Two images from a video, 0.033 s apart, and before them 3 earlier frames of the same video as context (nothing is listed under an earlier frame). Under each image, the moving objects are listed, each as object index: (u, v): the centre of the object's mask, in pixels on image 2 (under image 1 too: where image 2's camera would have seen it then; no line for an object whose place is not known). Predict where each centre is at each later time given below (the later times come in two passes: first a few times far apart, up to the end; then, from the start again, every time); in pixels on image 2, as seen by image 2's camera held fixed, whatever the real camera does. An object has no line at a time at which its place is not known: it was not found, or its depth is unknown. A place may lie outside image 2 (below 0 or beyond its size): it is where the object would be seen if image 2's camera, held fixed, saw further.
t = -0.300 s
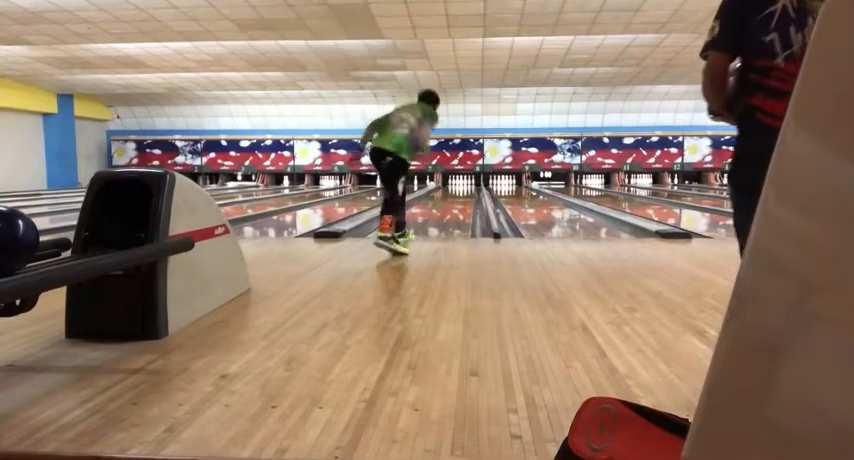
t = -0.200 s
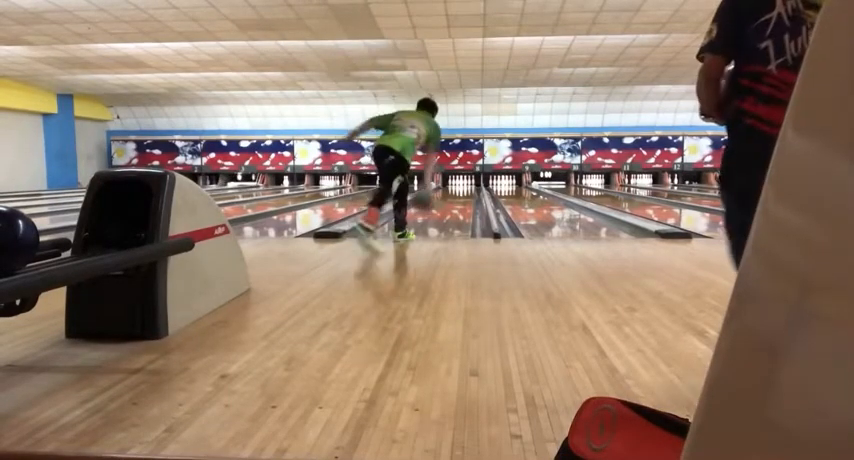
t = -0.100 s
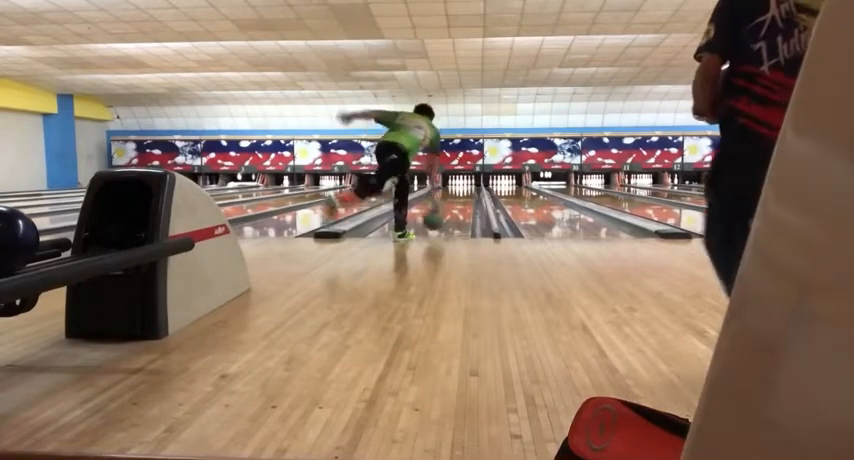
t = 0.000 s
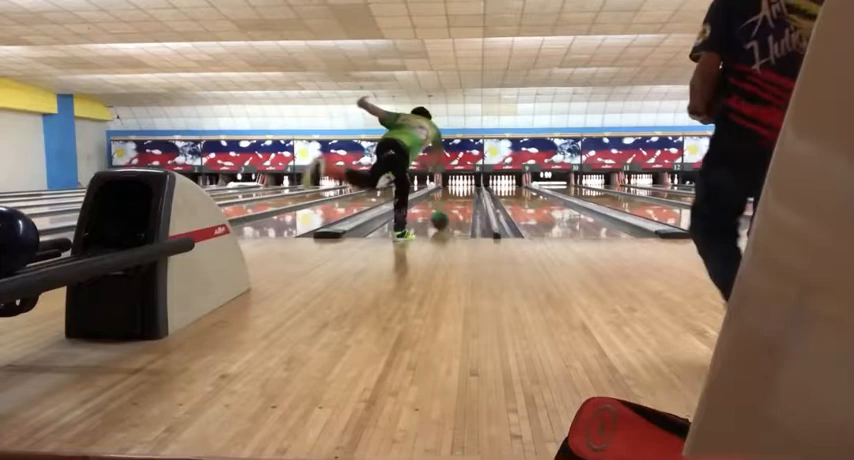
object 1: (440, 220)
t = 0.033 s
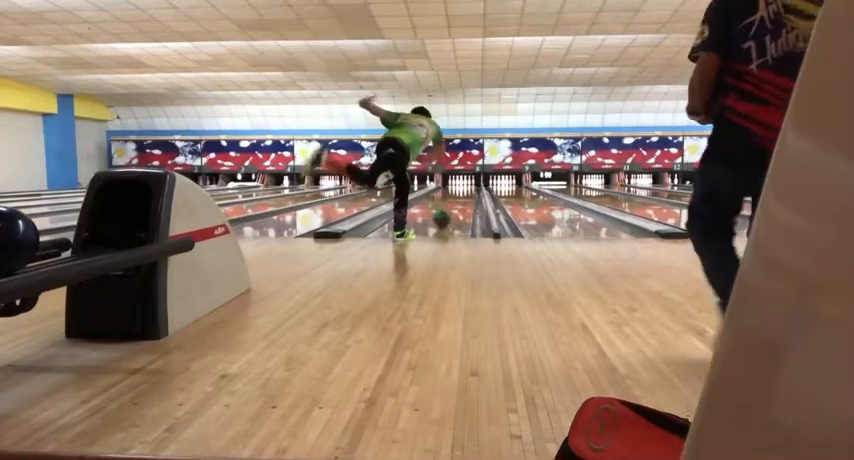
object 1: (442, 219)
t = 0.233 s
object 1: (450, 210)
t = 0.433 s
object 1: (457, 202)
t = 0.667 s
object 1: (461, 199)
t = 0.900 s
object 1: (465, 195)
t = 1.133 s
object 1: (467, 192)
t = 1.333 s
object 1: (468, 192)
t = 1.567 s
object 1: (469, 191)
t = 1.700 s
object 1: (469, 190)
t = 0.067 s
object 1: (446, 218)
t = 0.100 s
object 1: (446, 216)
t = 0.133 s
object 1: (447, 214)
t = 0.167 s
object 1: (449, 211)
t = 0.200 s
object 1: (449, 210)
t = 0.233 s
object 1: (450, 210)
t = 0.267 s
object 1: (452, 208)
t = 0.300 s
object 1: (453, 208)
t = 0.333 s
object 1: (455, 208)
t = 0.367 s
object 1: (455, 205)
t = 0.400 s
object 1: (456, 204)
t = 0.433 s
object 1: (457, 202)
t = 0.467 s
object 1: (458, 202)
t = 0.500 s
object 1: (458, 202)
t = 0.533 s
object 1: (458, 202)
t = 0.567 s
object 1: (458, 202)
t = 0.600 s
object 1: (460, 200)
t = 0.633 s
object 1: (461, 200)
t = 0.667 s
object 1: (461, 199)
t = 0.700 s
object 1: (463, 197)
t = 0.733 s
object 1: (463, 198)
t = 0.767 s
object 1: (464, 197)
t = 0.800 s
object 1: (464, 196)
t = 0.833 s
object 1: (465, 196)
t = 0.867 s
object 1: (465, 195)
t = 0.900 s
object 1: (465, 195)
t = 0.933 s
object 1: (466, 194)
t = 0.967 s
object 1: (467, 193)
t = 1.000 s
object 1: (467, 193)
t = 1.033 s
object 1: (467, 192)
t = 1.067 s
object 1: (467, 192)
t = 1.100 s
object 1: (467, 192)
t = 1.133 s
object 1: (467, 192)
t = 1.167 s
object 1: (467, 192)
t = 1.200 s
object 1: (467, 192)
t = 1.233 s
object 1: (468, 192)
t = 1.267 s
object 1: (468, 192)
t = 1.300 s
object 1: (468, 192)
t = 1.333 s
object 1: (468, 192)
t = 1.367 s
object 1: (469, 192)
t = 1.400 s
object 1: (469, 192)
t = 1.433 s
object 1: (469, 191)
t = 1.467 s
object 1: (469, 192)
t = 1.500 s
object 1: (469, 191)
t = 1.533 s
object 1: (469, 191)
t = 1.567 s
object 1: (469, 191)
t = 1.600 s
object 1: (469, 191)
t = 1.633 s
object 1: (469, 191)
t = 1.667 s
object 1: (469, 191)
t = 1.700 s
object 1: (469, 190)
